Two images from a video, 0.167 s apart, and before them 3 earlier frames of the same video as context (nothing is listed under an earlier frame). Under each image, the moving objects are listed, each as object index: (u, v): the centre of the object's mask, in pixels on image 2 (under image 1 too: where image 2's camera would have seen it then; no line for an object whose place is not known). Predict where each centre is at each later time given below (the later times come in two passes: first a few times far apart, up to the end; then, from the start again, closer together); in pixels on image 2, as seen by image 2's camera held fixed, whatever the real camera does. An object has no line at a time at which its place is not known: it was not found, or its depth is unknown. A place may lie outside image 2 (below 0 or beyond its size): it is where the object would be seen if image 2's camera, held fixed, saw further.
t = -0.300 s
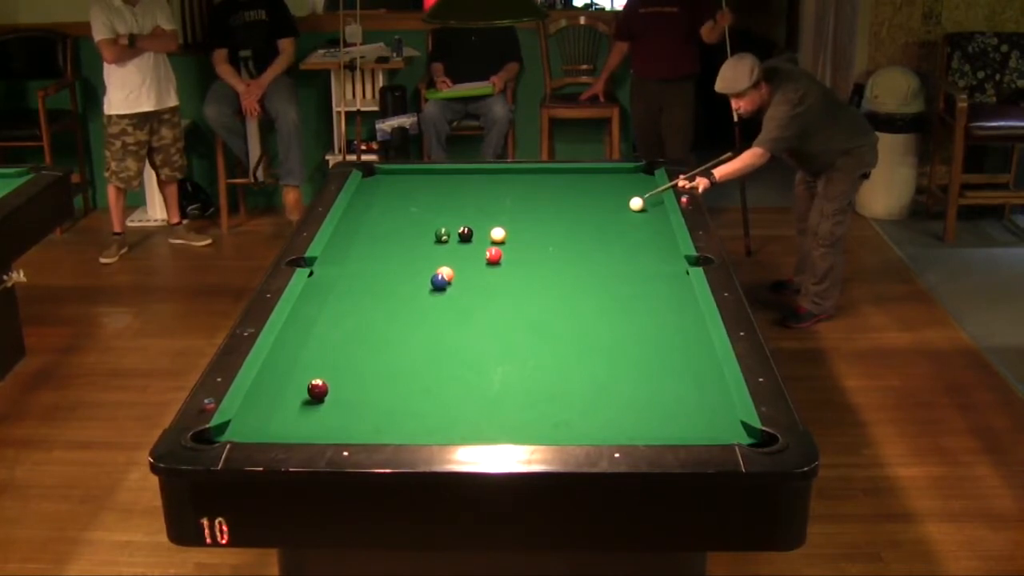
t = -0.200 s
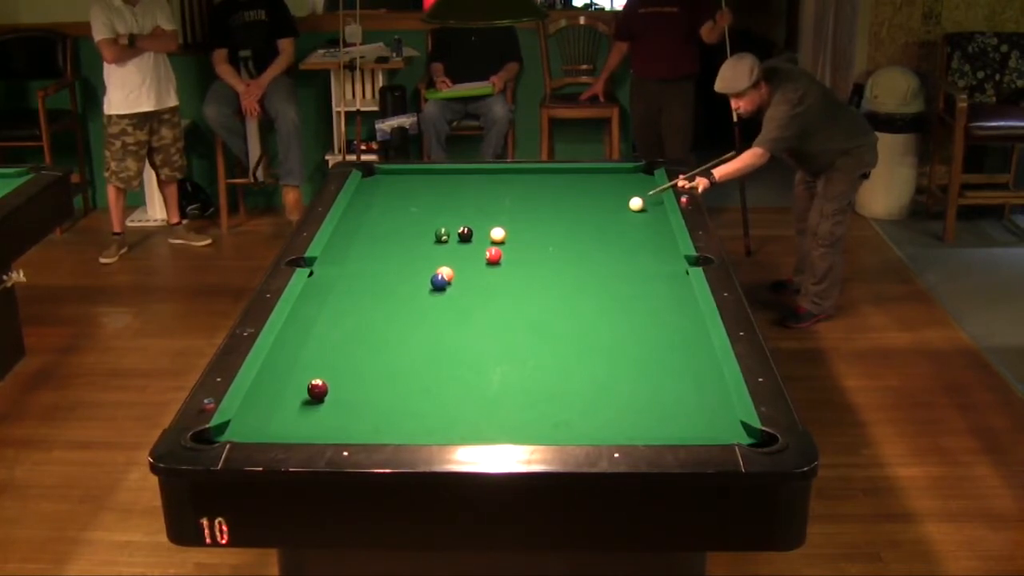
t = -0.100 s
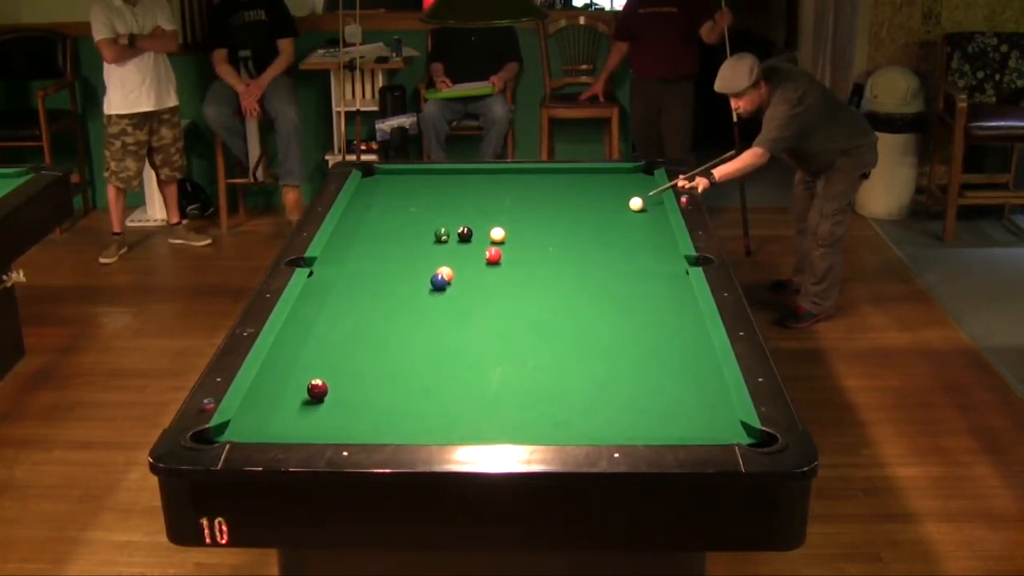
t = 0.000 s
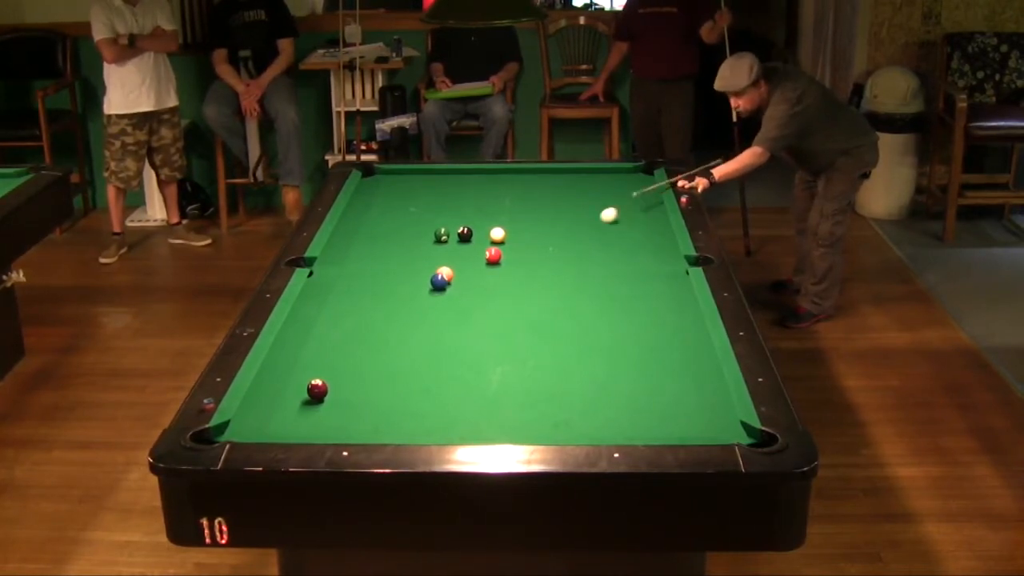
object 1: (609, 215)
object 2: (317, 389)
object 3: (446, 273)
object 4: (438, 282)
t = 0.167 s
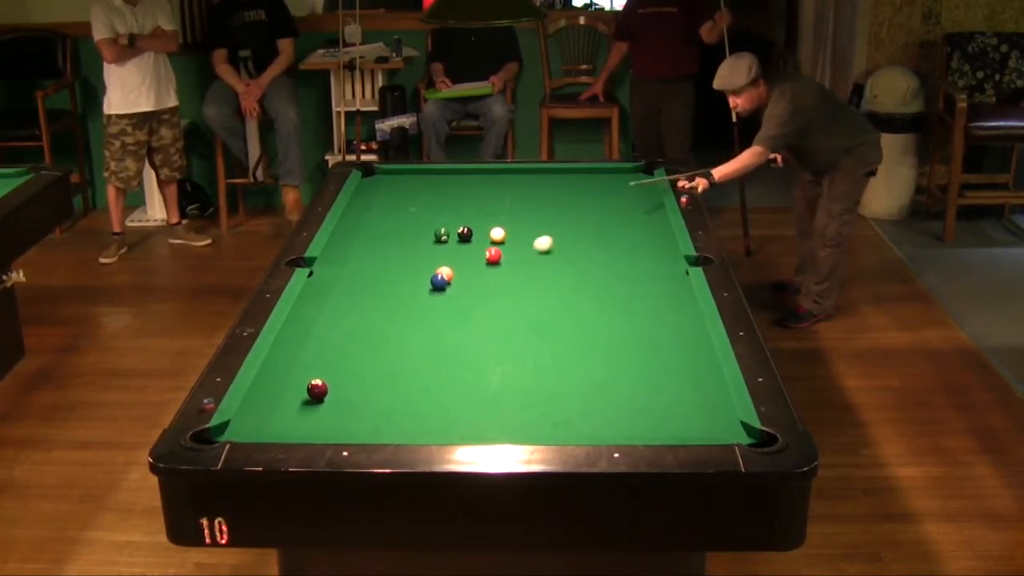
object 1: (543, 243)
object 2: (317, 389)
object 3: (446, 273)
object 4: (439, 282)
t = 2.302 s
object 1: (375, 343)
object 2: (486, 297)
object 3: (453, 275)
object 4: (429, 276)
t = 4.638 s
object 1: (505, 300)
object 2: (643, 212)
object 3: (497, 274)
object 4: (433, 276)
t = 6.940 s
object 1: (530, 292)
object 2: (622, 182)
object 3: (498, 274)
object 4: (433, 276)
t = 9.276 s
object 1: (530, 292)
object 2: (617, 177)
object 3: (497, 274)
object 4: (433, 276)
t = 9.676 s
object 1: (530, 292)
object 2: (617, 177)
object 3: (498, 274)
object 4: (433, 276)
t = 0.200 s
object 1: (529, 250)
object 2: (317, 389)
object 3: (446, 273)
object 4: (439, 282)
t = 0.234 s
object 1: (515, 256)
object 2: (317, 389)
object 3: (446, 273)
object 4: (439, 282)
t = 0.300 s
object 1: (484, 270)
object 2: (317, 389)
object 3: (446, 273)
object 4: (439, 282)
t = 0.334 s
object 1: (468, 276)
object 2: (317, 389)
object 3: (446, 273)
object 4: (439, 282)
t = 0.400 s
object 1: (449, 291)
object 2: (317, 389)
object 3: (444, 274)
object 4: (426, 281)
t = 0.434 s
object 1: (441, 300)
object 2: (317, 389)
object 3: (444, 275)
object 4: (417, 280)
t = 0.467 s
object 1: (433, 308)
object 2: (317, 389)
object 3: (444, 274)
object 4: (408, 280)
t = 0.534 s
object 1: (415, 325)
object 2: (317, 389)
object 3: (444, 274)
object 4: (393, 280)
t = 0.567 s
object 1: (405, 334)
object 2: (317, 389)
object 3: (444, 274)
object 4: (386, 279)
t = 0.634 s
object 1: (385, 353)
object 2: (317, 389)
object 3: (444, 274)
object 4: (372, 280)
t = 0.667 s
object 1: (374, 363)
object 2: (317, 389)
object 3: (444, 274)
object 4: (365, 279)
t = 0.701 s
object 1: (362, 374)
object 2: (317, 389)
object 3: (444, 274)
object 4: (359, 278)
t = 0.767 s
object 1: (338, 397)
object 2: (317, 389)
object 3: (444, 275)
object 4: (345, 278)
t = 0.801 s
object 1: (325, 408)
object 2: (317, 389)
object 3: (444, 275)
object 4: (338, 278)
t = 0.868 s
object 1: (299, 428)
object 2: (317, 389)
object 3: (444, 275)
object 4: (324, 277)
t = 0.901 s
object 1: (298, 424)
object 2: (317, 389)
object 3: (444, 275)
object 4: (317, 277)
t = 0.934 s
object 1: (299, 416)
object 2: (317, 389)
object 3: (444, 275)
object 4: (318, 277)
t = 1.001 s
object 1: (301, 400)
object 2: (318, 389)
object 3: (444, 275)
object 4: (326, 277)
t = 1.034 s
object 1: (297, 395)
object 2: (322, 386)
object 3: (444, 275)
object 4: (330, 277)
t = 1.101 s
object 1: (284, 390)
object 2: (335, 380)
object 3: (444, 275)
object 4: (336, 276)
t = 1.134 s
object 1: (278, 388)
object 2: (341, 376)
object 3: (444, 275)
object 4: (340, 275)
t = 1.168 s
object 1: (272, 386)
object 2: (345, 374)
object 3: (444, 275)
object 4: (343, 276)
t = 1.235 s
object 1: (262, 381)
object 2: (355, 369)
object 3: (444, 275)
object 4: (350, 276)
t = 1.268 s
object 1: (267, 380)
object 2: (360, 366)
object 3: (444, 275)
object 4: (353, 276)
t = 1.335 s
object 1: (276, 377)
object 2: (370, 360)
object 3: (444, 275)
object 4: (359, 276)
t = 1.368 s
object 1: (280, 376)
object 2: (375, 358)
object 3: (444, 275)
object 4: (362, 276)
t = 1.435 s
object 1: (288, 373)
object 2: (384, 353)
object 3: (444, 275)
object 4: (369, 276)
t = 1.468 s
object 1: (291, 372)
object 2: (389, 350)
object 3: (444, 275)
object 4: (372, 276)
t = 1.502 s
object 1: (295, 371)
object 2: (393, 347)
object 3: (444, 275)
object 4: (375, 276)
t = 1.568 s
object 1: (303, 368)
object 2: (402, 343)
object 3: (444, 275)
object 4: (381, 276)
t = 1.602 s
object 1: (307, 367)
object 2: (407, 340)
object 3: (444, 275)
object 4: (384, 276)
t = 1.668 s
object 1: (314, 364)
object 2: (415, 335)
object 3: (444, 275)
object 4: (390, 276)
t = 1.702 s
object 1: (318, 363)
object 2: (420, 333)
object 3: (444, 275)
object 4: (393, 276)
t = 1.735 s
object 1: (321, 362)
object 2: (424, 331)
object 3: (444, 275)
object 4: (396, 276)
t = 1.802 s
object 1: (328, 359)
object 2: (432, 326)
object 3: (444, 275)
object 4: (401, 276)
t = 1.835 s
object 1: (331, 358)
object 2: (436, 324)
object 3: (444, 275)
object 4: (404, 276)
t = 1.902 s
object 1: (338, 356)
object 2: (443, 320)
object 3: (444, 275)
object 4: (410, 276)
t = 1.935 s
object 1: (342, 354)
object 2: (447, 318)
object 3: (444, 275)
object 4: (413, 276)
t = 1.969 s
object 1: (345, 353)
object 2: (451, 316)
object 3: (444, 275)
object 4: (415, 276)
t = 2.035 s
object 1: (351, 351)
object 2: (458, 312)
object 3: (444, 275)
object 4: (421, 276)
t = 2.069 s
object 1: (354, 350)
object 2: (462, 310)
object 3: (444, 275)
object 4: (423, 276)
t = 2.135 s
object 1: (360, 348)
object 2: (469, 306)
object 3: (445, 275)
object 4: (427, 276)
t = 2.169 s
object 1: (363, 347)
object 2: (472, 305)
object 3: (447, 275)
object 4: (427, 276)
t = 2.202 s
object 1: (366, 346)
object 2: (476, 302)
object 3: (449, 275)
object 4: (428, 276)
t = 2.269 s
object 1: (372, 344)
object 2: (483, 299)
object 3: (452, 275)
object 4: (429, 276)
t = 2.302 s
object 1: (375, 343)
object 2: (486, 297)
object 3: (453, 275)
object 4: (429, 276)
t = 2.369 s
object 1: (381, 341)
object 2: (492, 293)
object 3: (456, 275)
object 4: (430, 276)
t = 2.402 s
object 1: (384, 340)
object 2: (496, 291)
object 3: (458, 275)
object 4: (431, 276)
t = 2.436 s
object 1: (386, 339)
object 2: (499, 290)
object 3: (459, 274)
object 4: (431, 276)
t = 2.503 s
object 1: (392, 337)
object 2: (505, 286)
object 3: (462, 274)
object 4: (431, 276)
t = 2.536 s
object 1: (394, 337)
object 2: (508, 285)
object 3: (463, 274)
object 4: (431, 276)
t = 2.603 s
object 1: (400, 335)
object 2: (514, 282)
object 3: (466, 274)
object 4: (432, 276)
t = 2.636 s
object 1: (402, 334)
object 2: (517, 280)
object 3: (467, 274)
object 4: (432, 276)
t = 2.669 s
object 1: (405, 333)
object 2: (519, 278)
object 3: (468, 274)
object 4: (432, 276)
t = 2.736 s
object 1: (410, 331)
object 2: (525, 275)
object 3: (470, 274)
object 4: (432, 276)
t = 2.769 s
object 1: (412, 330)
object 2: (528, 274)
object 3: (471, 274)
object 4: (432, 276)
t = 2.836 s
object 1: (417, 329)
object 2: (533, 271)
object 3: (474, 274)
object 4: (432, 276)
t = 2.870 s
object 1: (419, 328)
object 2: (536, 269)
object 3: (475, 274)
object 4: (432, 276)
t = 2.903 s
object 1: (422, 327)
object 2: (539, 268)
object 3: (476, 274)
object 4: (433, 276)
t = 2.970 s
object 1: (426, 326)
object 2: (544, 265)
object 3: (477, 274)
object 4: (433, 276)
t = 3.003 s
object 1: (428, 325)
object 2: (546, 264)
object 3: (478, 274)
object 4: (433, 276)
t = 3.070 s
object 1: (432, 324)
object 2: (551, 261)
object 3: (480, 274)
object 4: (433, 276)
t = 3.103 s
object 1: (435, 323)
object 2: (554, 259)
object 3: (481, 274)
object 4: (433, 276)
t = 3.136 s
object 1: (437, 322)
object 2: (556, 258)
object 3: (482, 274)
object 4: (433, 276)
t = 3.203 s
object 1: (441, 321)
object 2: (561, 256)
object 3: (483, 274)
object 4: (433, 276)
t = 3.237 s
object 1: (443, 320)
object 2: (564, 254)
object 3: (484, 274)
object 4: (433, 276)
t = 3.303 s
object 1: (447, 319)
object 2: (569, 252)
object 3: (486, 274)
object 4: (433, 276)
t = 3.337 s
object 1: (449, 318)
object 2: (571, 250)
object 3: (486, 274)
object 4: (433, 276)
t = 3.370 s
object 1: (451, 318)
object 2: (573, 249)
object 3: (487, 274)
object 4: (433, 276)
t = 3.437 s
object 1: (455, 316)
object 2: (578, 247)
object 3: (489, 274)
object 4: (433, 276)
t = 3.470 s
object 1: (457, 316)
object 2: (580, 246)
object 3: (489, 274)
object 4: (433, 276)
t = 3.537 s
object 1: (460, 315)
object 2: (584, 244)
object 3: (490, 274)
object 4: (433, 276)
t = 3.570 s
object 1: (462, 314)
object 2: (586, 243)
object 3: (491, 274)
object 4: (433, 276)
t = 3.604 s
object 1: (464, 313)
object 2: (588, 241)
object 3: (492, 274)
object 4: (433, 276)
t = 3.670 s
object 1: (467, 312)
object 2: (593, 239)
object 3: (492, 274)
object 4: (433, 276)
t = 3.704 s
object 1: (469, 312)
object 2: (595, 238)
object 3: (493, 274)
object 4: (433, 276)
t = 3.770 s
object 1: (472, 311)
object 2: (599, 236)
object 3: (494, 274)
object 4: (433, 276)
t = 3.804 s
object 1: (474, 310)
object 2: (601, 234)
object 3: (494, 274)
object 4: (433, 276)
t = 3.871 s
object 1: (477, 309)
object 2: (605, 233)
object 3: (495, 274)
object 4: (433, 276)
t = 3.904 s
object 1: (479, 309)
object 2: (607, 232)
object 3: (495, 274)
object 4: (433, 276)
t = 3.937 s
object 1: (480, 308)
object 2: (608, 231)
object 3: (495, 274)
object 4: (433, 276)
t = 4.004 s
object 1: (483, 307)
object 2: (612, 229)
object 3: (496, 274)
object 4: (433, 276)
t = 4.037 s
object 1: (484, 307)
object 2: (614, 228)
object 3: (496, 274)
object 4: (433, 276)
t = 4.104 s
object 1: (487, 306)
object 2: (617, 226)
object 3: (496, 274)
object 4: (432, 276)
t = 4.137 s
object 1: (488, 305)
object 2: (619, 225)
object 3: (497, 274)
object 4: (433, 276)
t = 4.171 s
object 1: (489, 305)
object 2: (621, 224)
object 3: (497, 274)
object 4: (433, 276)
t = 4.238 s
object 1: (492, 304)
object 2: (624, 222)
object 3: (497, 274)
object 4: (433, 276)
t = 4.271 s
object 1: (493, 304)
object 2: (626, 221)
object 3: (497, 274)
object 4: (433, 276)
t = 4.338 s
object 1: (495, 303)
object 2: (629, 220)
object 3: (497, 274)
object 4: (432, 276)
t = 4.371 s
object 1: (496, 303)
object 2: (631, 219)
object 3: (497, 274)
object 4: (432, 276)
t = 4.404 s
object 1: (498, 302)
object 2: (632, 218)
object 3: (497, 274)
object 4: (433, 276)
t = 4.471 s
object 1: (500, 301)
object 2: (636, 216)
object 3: (497, 274)
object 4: (433, 276)
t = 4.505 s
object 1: (501, 301)
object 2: (637, 215)
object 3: (497, 274)
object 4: (433, 276)
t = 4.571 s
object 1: (503, 301)
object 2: (640, 214)
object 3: (497, 274)
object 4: (433, 276)
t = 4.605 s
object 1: (504, 300)
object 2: (642, 213)
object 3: (497, 274)
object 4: (433, 276)
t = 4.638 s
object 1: (505, 300)
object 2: (643, 212)
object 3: (497, 274)
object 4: (433, 276)
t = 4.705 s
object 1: (507, 299)
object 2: (646, 210)
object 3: (497, 274)
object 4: (433, 276)
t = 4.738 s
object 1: (508, 299)
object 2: (647, 209)
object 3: (497, 274)
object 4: (433, 276)
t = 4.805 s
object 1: (510, 298)
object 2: (650, 208)
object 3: (497, 274)
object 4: (433, 276)
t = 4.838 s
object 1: (511, 298)
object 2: (652, 207)
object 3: (497, 274)
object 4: (433, 276)
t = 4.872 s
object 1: (511, 298)
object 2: (653, 207)
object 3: (497, 274)
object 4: (433, 276)
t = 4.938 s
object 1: (513, 297)
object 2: (656, 205)
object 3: (497, 274)
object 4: (433, 276)
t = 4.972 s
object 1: (514, 297)
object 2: (657, 204)
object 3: (497, 274)
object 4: (433, 276)
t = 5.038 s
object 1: (515, 297)
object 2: (656, 203)
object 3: (497, 274)
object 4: (433, 276)
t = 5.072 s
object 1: (516, 296)
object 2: (655, 203)
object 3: (497, 274)
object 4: (433, 276)
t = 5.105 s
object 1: (517, 296)
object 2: (654, 202)
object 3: (497, 274)
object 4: (433, 276)
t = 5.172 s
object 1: (518, 296)
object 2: (653, 201)
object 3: (497, 274)
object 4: (433, 276)
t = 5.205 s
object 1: (519, 295)
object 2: (652, 201)
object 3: (497, 274)
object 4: (433, 276)
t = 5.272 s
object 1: (520, 295)
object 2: (650, 200)
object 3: (497, 274)
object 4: (433, 276)
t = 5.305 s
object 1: (520, 295)
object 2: (648, 199)
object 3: (497, 274)
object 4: (433, 276)
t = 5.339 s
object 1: (521, 295)
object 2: (648, 199)
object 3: (497, 274)
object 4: (433, 276)
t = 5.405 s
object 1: (522, 295)
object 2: (646, 198)
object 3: (497, 274)
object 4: (433, 276)
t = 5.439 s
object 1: (522, 294)
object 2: (646, 197)
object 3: (497, 274)
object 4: (433, 276)
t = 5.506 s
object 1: (523, 294)
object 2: (644, 197)
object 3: (497, 274)
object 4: (433, 276)
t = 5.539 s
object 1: (524, 294)
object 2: (643, 196)
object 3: (497, 274)
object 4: (433, 276)
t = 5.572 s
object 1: (524, 294)
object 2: (643, 196)
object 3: (497, 274)
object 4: (433, 276)
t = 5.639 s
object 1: (525, 293)
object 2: (641, 195)
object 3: (497, 274)
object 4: (433, 276)
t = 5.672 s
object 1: (526, 293)
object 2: (640, 194)
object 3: (497, 274)
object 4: (433, 276)
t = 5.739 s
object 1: (526, 293)
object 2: (639, 194)
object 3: (497, 274)
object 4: (433, 276)
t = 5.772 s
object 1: (527, 293)
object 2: (638, 193)
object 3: (497, 274)
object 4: (433, 276)
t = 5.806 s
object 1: (527, 293)
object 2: (638, 192)
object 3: (498, 274)
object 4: (433, 276)
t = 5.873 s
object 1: (528, 293)
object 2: (637, 192)
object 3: (498, 274)
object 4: (433, 276)
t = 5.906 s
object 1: (528, 293)
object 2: (637, 192)
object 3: (498, 274)
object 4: (433, 276)
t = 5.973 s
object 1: (529, 292)
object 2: (635, 191)
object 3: (497, 274)
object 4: (433, 276)
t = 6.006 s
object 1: (529, 292)
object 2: (634, 190)
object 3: (497, 274)
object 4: (433, 276)
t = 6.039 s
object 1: (529, 292)
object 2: (634, 190)
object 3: (498, 274)
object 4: (433, 276)
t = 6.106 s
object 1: (529, 292)
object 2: (633, 189)
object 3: (498, 274)
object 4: (433, 276)
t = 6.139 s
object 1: (529, 292)
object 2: (632, 189)
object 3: (498, 274)
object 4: (433, 276)
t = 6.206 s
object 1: (529, 292)
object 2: (631, 187)
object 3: (498, 274)
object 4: (433, 276)
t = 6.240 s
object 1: (530, 292)
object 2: (630, 187)
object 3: (498, 274)
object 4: (433, 276)
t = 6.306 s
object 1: (530, 292)
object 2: (629, 187)
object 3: (498, 274)
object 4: (433, 276)
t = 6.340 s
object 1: (530, 292)
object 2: (628, 187)
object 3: (498, 274)
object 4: (433, 276)
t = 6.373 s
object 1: (530, 292)
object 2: (628, 186)
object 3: (498, 274)
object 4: (433, 276)
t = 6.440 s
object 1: (530, 292)
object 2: (627, 186)
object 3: (498, 274)
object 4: (433, 276)
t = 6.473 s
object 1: (530, 292)
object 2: (627, 186)
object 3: (498, 274)
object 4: (433, 276)
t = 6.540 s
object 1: (530, 292)
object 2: (626, 185)
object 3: (498, 274)
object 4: (433, 276)
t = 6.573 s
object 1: (530, 292)
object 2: (626, 185)
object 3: (498, 274)
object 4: (433, 276)
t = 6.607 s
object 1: (530, 292)
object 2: (625, 185)
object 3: (497, 274)
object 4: (433, 276)
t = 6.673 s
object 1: (530, 292)
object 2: (625, 184)
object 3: (498, 274)
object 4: (433, 276)
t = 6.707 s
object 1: (530, 292)
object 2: (624, 184)
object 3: (498, 274)
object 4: (433, 276)
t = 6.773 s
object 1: (530, 292)
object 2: (624, 184)
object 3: (498, 274)
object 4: (433, 276)
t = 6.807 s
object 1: (530, 292)
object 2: (623, 183)
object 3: (498, 274)
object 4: (433, 276)
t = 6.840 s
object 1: (530, 292)
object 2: (623, 183)
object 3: (498, 274)
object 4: (433, 276)
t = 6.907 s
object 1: (530, 292)
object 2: (622, 182)
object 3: (498, 274)
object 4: (433, 276)
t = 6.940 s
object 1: (530, 292)
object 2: (622, 182)
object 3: (498, 274)
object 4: (433, 276)
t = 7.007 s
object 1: (530, 292)
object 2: (621, 182)
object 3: (497, 274)
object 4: (433, 276)
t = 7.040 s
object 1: (530, 292)
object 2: (621, 182)
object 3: (497, 274)
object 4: (433, 276)
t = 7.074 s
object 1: (530, 292)
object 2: (620, 182)
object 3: (497, 274)
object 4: (433, 276)
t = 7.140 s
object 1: (530, 292)
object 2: (620, 181)
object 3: (497, 274)
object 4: (433, 276)
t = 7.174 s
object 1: (530, 292)
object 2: (619, 181)
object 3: (497, 274)
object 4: (432, 276)
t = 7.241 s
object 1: (529, 292)
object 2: (619, 181)
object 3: (497, 274)
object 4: (432, 276)
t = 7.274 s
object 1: (529, 292)
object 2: (619, 181)
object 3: (497, 274)
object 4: (432, 276)
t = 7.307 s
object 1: (529, 292)
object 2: (618, 180)
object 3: (497, 274)
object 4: (432, 276)
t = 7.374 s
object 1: (529, 292)
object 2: (618, 180)
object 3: (497, 274)
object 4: (432, 276)
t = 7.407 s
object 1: (529, 292)
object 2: (618, 180)
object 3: (497, 274)
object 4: (432, 276)
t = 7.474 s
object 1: (529, 292)
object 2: (618, 179)
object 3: (497, 274)
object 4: (432, 276)
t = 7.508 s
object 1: (530, 292)
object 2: (618, 179)
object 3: (497, 274)
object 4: (432, 276)
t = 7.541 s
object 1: (529, 292)
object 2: (618, 179)
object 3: (497, 274)
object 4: (433, 276)
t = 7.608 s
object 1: (529, 292)
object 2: (618, 179)
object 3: (497, 274)
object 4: (433, 276)
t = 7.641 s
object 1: (529, 292)
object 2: (618, 179)
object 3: (497, 274)
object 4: (433, 276)
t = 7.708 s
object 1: (530, 292)
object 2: (618, 178)
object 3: (497, 274)
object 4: (433, 276)
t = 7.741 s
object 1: (530, 292)
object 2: (617, 178)
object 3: (497, 274)
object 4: (433, 276)
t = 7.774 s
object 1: (530, 292)
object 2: (617, 178)
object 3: (497, 274)
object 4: (433, 276)
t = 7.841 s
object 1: (530, 292)
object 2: (617, 178)
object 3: (498, 274)
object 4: (433, 276)
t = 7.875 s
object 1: (530, 292)
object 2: (617, 178)
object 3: (498, 274)
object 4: (433, 276)
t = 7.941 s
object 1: (530, 292)
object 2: (617, 177)
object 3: (498, 274)
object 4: (433, 276)
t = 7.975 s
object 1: (530, 292)
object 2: (617, 177)
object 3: (498, 274)
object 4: (433, 276)
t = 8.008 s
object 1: (530, 292)
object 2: (617, 177)
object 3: (498, 274)
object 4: (433, 276)
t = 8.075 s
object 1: (530, 292)
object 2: (617, 177)
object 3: (498, 274)
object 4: (433, 276)
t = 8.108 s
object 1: (530, 292)
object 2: (617, 177)
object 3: (498, 274)
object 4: (433, 276)
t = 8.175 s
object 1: (530, 292)
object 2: (617, 177)
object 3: (498, 274)
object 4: (433, 276)
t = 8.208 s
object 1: (530, 292)
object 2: (617, 177)
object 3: (498, 274)
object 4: (433, 276)
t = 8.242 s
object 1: (530, 292)
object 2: (617, 177)
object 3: (498, 274)
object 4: (433, 276)
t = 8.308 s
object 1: (530, 292)
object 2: (617, 177)
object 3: (498, 274)
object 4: (433, 276)
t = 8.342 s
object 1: (530, 292)
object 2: (617, 177)
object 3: (498, 274)
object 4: (433, 276)
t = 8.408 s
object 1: (530, 292)
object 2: (617, 177)
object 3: (498, 274)
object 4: (433, 276)
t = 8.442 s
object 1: (530, 292)
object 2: (617, 177)
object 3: (498, 274)
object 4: (433, 276)
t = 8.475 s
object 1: (530, 292)
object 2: (617, 177)
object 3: (498, 274)
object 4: (433, 276)
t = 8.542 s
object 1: (530, 292)
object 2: (617, 177)
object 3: (498, 274)
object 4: (433, 276)
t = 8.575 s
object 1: (530, 292)
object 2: (617, 177)
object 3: (498, 274)
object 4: (433, 276)
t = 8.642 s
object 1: (530, 292)
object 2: (617, 177)
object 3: (497, 274)
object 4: (433, 276)
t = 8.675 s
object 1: (530, 292)
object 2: (617, 177)
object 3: (497, 274)
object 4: (433, 276)
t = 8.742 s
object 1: (530, 292)
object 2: (617, 177)
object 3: (497, 274)
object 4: (433, 276)
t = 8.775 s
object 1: (530, 292)
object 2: (617, 177)
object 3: (497, 274)
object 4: (432, 276)
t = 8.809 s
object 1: (530, 292)
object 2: (617, 177)
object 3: (497, 274)
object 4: (433, 276)
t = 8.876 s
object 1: (530, 292)
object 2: (617, 177)
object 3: (497, 274)
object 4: (432, 276)
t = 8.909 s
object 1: (530, 292)
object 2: (617, 177)
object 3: (497, 274)
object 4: (433, 276)
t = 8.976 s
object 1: (530, 292)
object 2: (617, 177)
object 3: (497, 274)
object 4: (432, 276)
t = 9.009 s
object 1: (530, 292)
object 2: (617, 177)
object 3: (497, 274)
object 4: (433, 276)
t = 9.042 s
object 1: (530, 292)
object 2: (617, 177)
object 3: (497, 274)
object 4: (432, 276)
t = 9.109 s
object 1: (530, 292)
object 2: (617, 177)
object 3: (497, 274)
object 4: (432, 276)
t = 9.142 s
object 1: (530, 292)
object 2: (617, 177)
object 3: (497, 274)
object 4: (432, 276)
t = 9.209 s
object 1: (530, 292)
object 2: (617, 177)
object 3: (497, 274)
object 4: (433, 276)
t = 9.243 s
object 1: (530, 292)
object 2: (617, 177)
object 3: (497, 274)
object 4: (433, 276)
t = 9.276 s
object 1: (530, 292)
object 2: (617, 177)
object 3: (497, 274)
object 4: (433, 276)
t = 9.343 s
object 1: (530, 292)
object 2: (617, 177)
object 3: (497, 274)
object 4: (433, 276)
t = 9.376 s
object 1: (530, 292)
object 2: (617, 177)
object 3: (497, 274)
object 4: (433, 276)
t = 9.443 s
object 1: (530, 292)
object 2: (617, 177)
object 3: (497, 274)
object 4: (433, 276)
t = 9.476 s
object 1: (530, 292)
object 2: (617, 177)
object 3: (497, 274)
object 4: (433, 276)
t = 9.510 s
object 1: (530, 292)
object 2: (617, 176)
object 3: (498, 274)
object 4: (433, 276)
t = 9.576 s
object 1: (530, 292)
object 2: (617, 177)
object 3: (498, 274)
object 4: (433, 276)
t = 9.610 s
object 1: (530, 292)
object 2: (617, 177)
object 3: (498, 274)
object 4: (433, 276)
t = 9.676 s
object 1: (530, 292)
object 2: (617, 177)
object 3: (498, 274)
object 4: (433, 276)
